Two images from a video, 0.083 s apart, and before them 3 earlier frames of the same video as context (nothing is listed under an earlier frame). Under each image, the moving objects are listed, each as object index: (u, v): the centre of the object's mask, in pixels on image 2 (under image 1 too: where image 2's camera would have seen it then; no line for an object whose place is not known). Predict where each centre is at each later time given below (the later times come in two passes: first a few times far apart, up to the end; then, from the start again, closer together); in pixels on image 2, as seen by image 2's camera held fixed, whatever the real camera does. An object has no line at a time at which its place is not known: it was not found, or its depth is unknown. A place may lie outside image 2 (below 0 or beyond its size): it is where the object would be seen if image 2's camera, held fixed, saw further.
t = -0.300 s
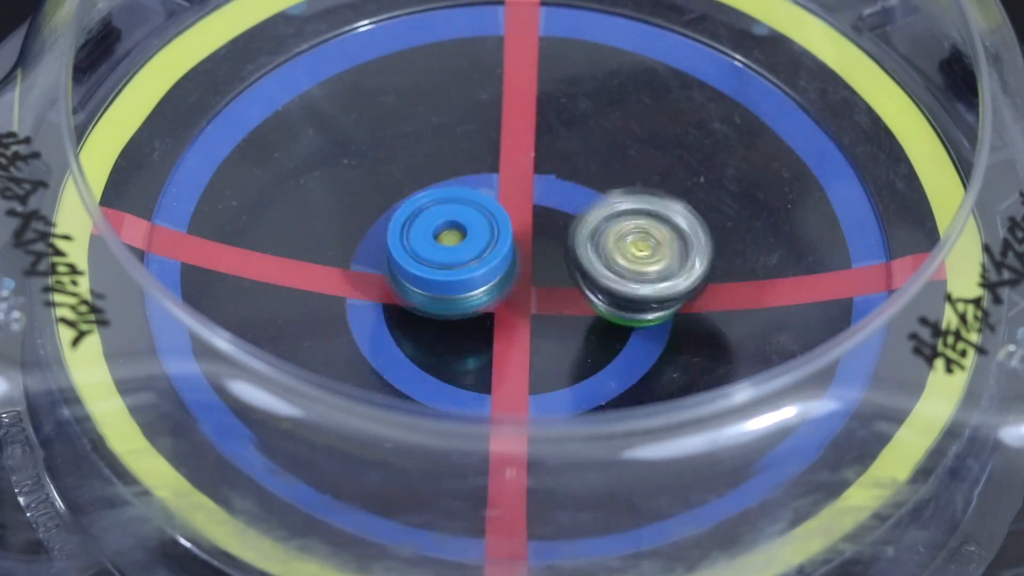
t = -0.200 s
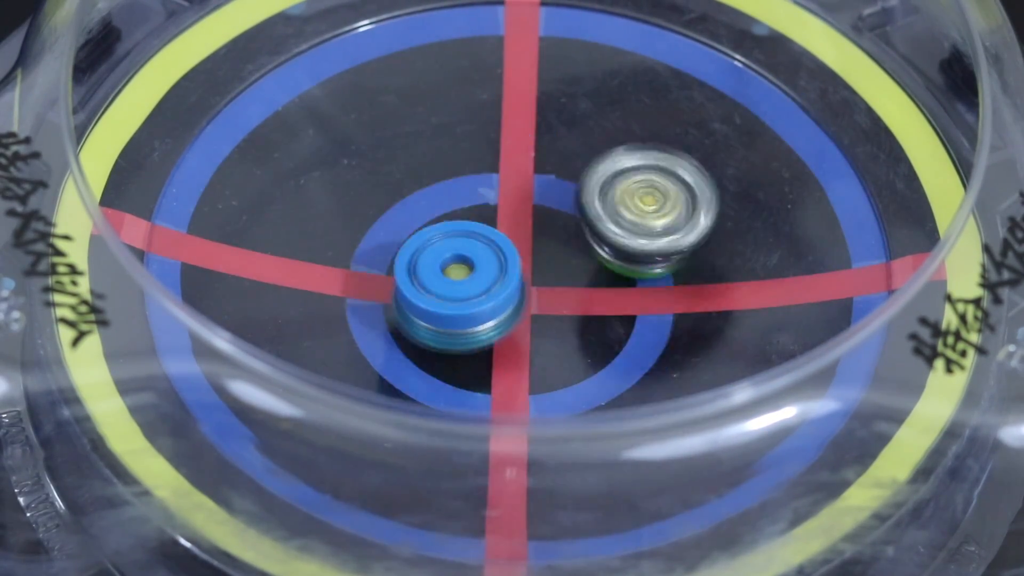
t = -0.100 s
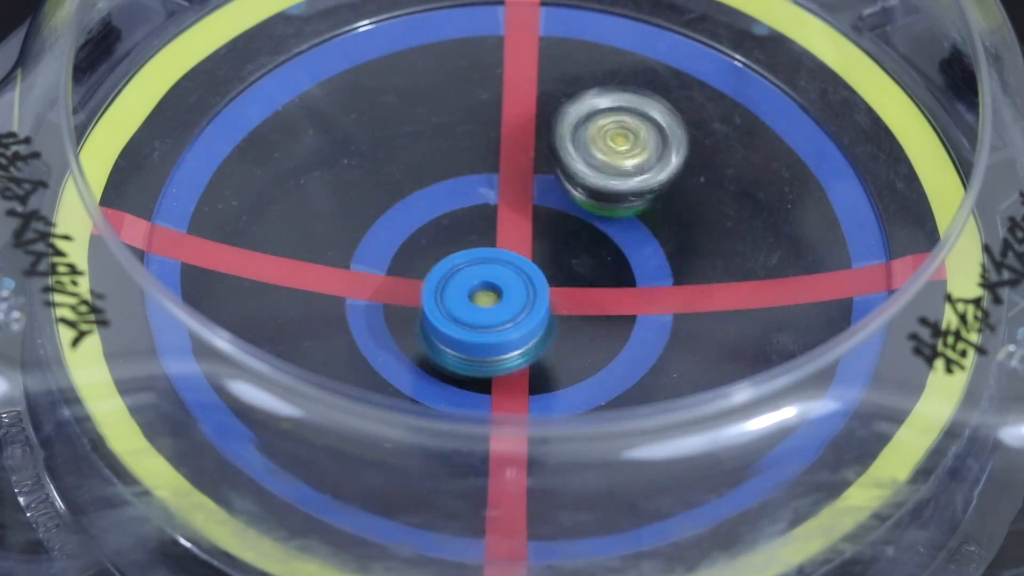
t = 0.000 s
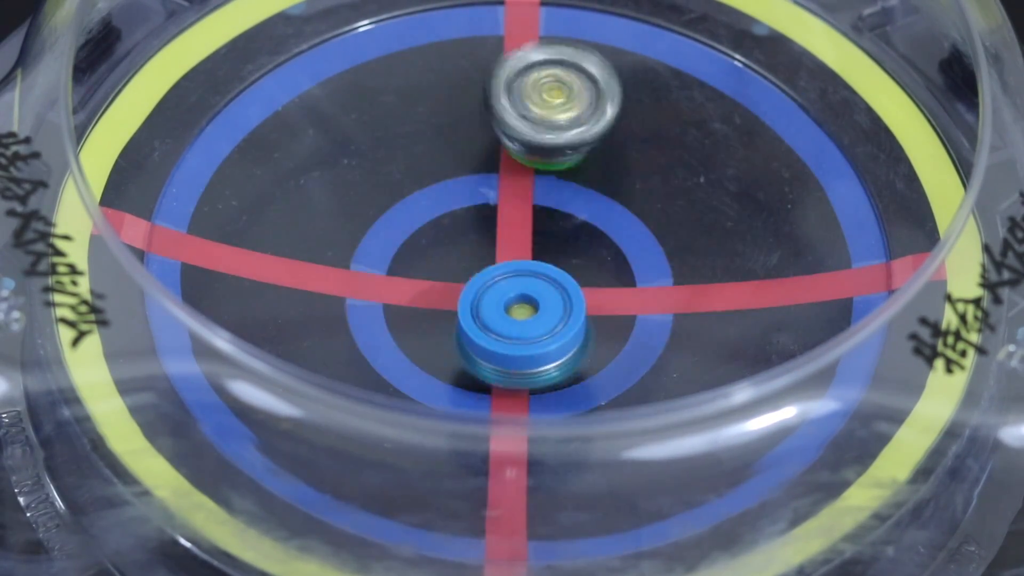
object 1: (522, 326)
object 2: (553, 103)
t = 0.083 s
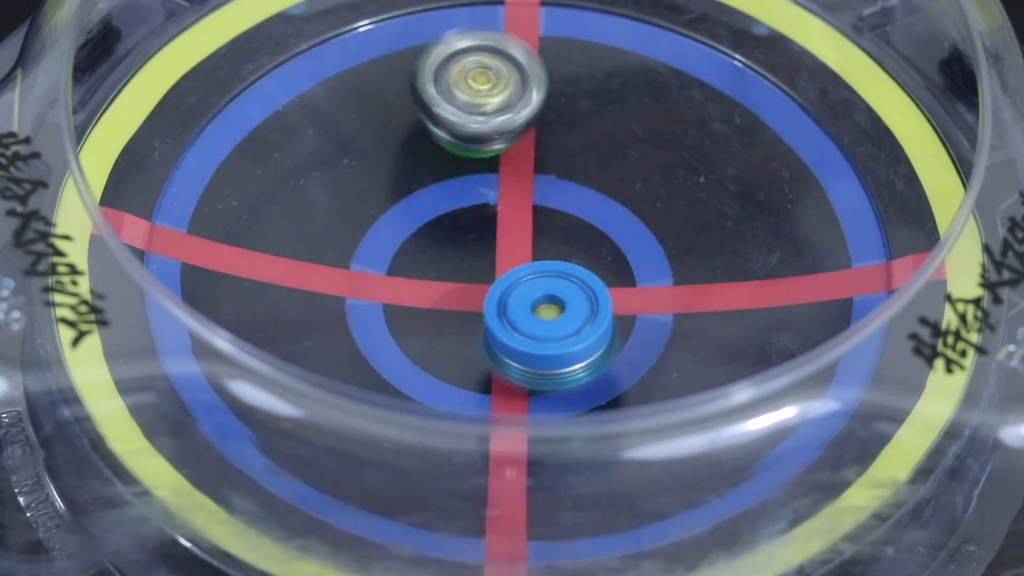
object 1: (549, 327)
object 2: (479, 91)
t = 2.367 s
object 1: (485, 154)
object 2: (483, 291)
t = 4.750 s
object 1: (582, 200)
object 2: (505, 294)
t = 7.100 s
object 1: (542, 190)
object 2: (532, 295)
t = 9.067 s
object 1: (533, 199)
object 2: (470, 300)
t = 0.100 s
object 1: (553, 325)
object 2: (465, 92)
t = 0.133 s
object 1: (561, 323)
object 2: (435, 99)
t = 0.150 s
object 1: (564, 321)
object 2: (422, 107)
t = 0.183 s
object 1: (571, 316)
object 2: (406, 121)
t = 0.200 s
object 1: (575, 314)
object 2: (398, 135)
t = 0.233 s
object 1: (580, 308)
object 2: (380, 162)
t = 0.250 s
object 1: (582, 304)
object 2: (375, 175)
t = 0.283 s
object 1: (585, 298)
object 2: (370, 204)
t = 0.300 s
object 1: (586, 295)
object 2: (367, 220)
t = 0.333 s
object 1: (585, 290)
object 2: (371, 247)
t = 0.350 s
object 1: (583, 287)
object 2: (378, 262)
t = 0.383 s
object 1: (581, 282)
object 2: (396, 290)
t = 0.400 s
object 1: (579, 280)
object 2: (408, 301)
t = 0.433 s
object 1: (575, 274)
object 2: (441, 321)
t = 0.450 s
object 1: (574, 270)
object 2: (458, 332)
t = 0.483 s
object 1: (571, 261)
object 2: (493, 344)
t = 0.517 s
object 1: (562, 254)
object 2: (529, 350)
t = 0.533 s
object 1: (555, 252)
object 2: (548, 353)
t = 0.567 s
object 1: (542, 251)
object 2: (583, 350)
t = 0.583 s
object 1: (537, 253)
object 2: (598, 349)
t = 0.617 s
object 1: (529, 255)
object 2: (622, 343)
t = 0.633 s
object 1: (526, 255)
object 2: (632, 338)
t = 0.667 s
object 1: (519, 256)
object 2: (651, 328)
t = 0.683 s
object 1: (514, 258)
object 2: (662, 319)
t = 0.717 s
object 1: (504, 258)
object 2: (674, 299)
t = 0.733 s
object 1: (500, 258)
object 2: (676, 285)
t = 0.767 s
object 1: (492, 259)
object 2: (676, 267)
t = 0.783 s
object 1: (488, 262)
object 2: (672, 251)
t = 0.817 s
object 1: (481, 265)
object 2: (664, 229)
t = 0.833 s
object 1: (479, 265)
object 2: (660, 215)
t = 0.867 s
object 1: (474, 268)
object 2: (648, 191)
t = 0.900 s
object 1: (471, 271)
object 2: (630, 167)
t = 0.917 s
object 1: (470, 275)
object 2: (618, 157)
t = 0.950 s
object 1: (469, 279)
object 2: (590, 140)
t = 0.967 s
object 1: (469, 280)
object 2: (576, 132)
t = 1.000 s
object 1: (469, 283)
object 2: (547, 120)
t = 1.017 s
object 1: (470, 285)
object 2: (531, 119)
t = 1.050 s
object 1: (472, 287)
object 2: (503, 115)
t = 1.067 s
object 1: (473, 288)
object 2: (488, 116)
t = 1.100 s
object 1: (475, 290)
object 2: (455, 122)
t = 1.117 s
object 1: (477, 290)
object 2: (441, 126)
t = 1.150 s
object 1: (480, 291)
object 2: (414, 139)
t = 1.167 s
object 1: (481, 293)
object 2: (402, 148)
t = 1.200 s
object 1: (485, 293)
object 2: (386, 165)
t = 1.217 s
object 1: (487, 291)
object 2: (379, 176)
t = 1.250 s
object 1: (491, 290)
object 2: (368, 202)
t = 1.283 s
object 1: (495, 289)
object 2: (366, 229)
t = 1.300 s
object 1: (518, 297)
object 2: (356, 237)
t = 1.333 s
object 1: (567, 311)
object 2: (330, 247)
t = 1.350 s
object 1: (589, 317)
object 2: (319, 254)
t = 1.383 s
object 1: (628, 322)
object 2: (305, 263)
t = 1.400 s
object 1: (644, 322)
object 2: (299, 270)
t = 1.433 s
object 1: (670, 321)
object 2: (295, 277)
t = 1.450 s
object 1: (680, 320)
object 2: (296, 284)
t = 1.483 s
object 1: (694, 313)
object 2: (308, 291)
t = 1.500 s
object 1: (698, 307)
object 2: (317, 298)
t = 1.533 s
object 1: (704, 296)
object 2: (344, 303)
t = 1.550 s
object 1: (706, 288)
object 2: (359, 309)
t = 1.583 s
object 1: (708, 275)
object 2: (394, 313)
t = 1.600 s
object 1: (708, 269)
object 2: (414, 312)
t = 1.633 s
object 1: (705, 256)
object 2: (455, 311)
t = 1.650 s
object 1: (703, 250)
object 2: (475, 308)
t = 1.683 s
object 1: (696, 237)
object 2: (513, 302)
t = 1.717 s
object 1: (688, 226)
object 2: (544, 292)
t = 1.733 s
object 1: (683, 221)
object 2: (558, 287)
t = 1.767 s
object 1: (680, 205)
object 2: (576, 277)
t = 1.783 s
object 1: (686, 191)
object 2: (574, 277)
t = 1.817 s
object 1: (697, 167)
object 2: (563, 276)
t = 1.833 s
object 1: (701, 156)
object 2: (556, 275)
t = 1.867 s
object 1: (699, 140)
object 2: (539, 274)
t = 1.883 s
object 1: (695, 135)
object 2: (530, 274)
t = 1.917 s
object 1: (685, 126)
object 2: (511, 276)
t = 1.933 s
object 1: (677, 122)
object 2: (502, 277)
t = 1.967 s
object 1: (663, 117)
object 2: (486, 278)
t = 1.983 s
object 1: (654, 113)
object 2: (478, 279)
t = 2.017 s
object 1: (639, 110)
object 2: (462, 280)
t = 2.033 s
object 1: (632, 107)
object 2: (455, 281)
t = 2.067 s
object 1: (615, 105)
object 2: (442, 284)
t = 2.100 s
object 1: (600, 106)
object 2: (433, 288)
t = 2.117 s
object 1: (593, 106)
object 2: (431, 290)
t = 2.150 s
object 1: (576, 108)
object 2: (432, 295)
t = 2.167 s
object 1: (569, 111)
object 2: (434, 297)
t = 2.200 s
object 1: (552, 115)
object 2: (442, 299)
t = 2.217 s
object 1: (544, 118)
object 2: (447, 300)
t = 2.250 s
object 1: (530, 124)
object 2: (455, 301)
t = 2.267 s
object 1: (521, 127)
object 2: (462, 302)
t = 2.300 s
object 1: (508, 135)
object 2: (471, 301)
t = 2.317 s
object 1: (502, 139)
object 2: (474, 300)
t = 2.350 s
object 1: (490, 148)
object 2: (480, 295)
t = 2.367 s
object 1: (485, 154)
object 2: (483, 291)
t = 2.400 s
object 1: (475, 162)
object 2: (488, 280)
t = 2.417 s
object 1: (470, 164)
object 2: (489, 273)
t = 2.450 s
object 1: (461, 161)
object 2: (491, 273)
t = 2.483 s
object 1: (453, 151)
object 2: (496, 281)
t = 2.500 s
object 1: (449, 148)
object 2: (499, 285)
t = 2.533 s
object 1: (442, 145)
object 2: (503, 291)
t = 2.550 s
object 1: (437, 147)
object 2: (504, 293)
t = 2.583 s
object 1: (429, 152)
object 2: (505, 296)
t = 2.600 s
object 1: (424, 155)
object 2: (504, 296)
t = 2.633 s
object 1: (415, 165)
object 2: (502, 293)
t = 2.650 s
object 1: (412, 168)
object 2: (502, 291)
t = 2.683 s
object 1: (404, 180)
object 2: (508, 285)
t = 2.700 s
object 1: (403, 185)
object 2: (512, 281)
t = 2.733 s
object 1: (397, 196)
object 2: (520, 271)
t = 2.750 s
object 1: (396, 202)
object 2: (523, 266)
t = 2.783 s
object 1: (393, 212)
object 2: (528, 257)
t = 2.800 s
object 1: (393, 220)
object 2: (530, 253)
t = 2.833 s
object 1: (394, 230)
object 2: (536, 246)
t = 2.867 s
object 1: (396, 240)
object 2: (541, 242)
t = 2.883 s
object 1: (398, 247)
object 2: (543, 240)
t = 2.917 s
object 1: (403, 257)
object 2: (543, 235)
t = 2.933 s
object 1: (405, 263)
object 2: (543, 233)
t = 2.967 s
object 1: (406, 275)
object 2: (543, 226)
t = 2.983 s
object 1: (405, 279)
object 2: (545, 221)
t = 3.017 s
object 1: (408, 290)
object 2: (541, 213)
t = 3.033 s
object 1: (410, 292)
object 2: (538, 209)
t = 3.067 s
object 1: (417, 303)
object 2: (527, 203)
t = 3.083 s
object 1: (421, 305)
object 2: (521, 201)
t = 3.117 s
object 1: (429, 313)
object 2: (507, 198)
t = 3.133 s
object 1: (435, 315)
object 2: (500, 199)
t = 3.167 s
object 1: (444, 321)
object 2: (489, 202)
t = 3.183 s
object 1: (450, 323)
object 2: (485, 204)
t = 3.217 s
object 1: (461, 327)
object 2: (477, 207)
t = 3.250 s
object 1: (470, 333)
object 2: (469, 212)
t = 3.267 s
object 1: (476, 333)
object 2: (467, 214)
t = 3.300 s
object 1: (488, 342)
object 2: (467, 216)
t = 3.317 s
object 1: (494, 344)
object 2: (468, 216)
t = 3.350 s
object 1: (506, 348)
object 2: (471, 216)
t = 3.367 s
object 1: (512, 348)
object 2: (475, 216)
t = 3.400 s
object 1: (524, 349)
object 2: (481, 214)
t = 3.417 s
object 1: (530, 350)
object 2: (485, 214)
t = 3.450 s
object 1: (542, 350)
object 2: (493, 215)
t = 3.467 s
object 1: (548, 349)
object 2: (499, 217)
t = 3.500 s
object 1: (558, 347)
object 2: (512, 221)
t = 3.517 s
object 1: (565, 347)
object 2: (517, 224)
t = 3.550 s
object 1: (574, 343)
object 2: (526, 229)
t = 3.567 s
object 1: (578, 343)
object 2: (528, 230)
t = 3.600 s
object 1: (589, 346)
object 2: (527, 230)
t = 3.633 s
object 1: (597, 347)
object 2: (526, 222)
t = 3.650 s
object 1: (602, 345)
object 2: (524, 217)
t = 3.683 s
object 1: (610, 343)
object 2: (520, 206)
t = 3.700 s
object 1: (615, 341)
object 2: (515, 202)
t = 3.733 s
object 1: (623, 337)
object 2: (504, 196)
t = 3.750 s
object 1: (627, 333)
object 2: (500, 193)
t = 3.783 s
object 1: (633, 328)
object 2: (495, 190)
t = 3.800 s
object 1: (636, 324)
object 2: (493, 190)
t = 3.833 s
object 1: (639, 318)
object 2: (492, 189)
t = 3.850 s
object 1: (641, 313)
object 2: (491, 190)
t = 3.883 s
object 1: (642, 307)
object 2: (490, 194)
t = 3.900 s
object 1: (643, 301)
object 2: (492, 196)
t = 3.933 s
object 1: (642, 296)
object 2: (496, 204)
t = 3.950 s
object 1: (641, 290)
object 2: (500, 208)
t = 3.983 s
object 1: (638, 285)
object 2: (505, 216)
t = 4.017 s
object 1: (635, 277)
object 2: (506, 227)
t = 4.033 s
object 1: (643, 278)
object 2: (502, 229)
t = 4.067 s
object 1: (659, 278)
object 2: (484, 232)
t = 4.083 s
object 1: (663, 279)
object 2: (477, 232)
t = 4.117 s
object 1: (665, 278)
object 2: (457, 234)
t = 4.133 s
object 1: (664, 278)
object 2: (448, 235)
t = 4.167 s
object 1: (658, 275)
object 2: (435, 233)
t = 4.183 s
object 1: (653, 274)
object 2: (430, 233)
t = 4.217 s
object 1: (642, 268)
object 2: (425, 230)
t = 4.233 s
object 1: (636, 266)
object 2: (421, 231)
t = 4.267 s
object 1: (622, 259)
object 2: (425, 234)
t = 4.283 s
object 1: (615, 256)
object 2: (428, 238)
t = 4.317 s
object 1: (598, 250)
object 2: (442, 244)
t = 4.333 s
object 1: (591, 246)
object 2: (448, 248)
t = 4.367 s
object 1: (604, 240)
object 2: (443, 251)
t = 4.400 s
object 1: (633, 234)
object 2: (429, 257)
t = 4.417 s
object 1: (642, 231)
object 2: (424, 259)
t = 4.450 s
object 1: (655, 226)
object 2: (416, 266)
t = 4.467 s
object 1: (659, 225)
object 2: (416, 270)
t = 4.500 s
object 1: (661, 220)
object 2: (422, 279)
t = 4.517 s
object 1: (660, 219)
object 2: (425, 280)
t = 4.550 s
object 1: (654, 213)
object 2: (434, 286)
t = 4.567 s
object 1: (649, 211)
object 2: (441, 287)
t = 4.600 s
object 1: (637, 205)
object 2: (455, 291)
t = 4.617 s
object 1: (632, 202)
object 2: (459, 292)
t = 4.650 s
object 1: (617, 199)
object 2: (475, 294)
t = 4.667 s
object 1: (611, 197)
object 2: (482, 296)
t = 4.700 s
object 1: (598, 198)
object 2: (494, 295)
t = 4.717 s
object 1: (591, 197)
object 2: (497, 296)
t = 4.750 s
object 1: (582, 200)
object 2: (505, 294)
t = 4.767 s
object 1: (576, 199)
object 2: (509, 293)
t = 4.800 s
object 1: (572, 198)
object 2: (506, 297)
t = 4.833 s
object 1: (569, 191)
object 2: (498, 302)
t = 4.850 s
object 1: (570, 189)
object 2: (496, 301)
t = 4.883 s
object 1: (567, 187)
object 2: (484, 300)
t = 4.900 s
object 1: (565, 185)
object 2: (479, 297)
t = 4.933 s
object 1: (560, 188)
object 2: (471, 290)
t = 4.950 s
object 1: (557, 187)
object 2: (463, 285)
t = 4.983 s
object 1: (552, 189)
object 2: (457, 275)
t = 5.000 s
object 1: (550, 189)
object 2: (455, 269)
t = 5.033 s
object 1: (548, 190)
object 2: (447, 258)
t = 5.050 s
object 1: (553, 189)
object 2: (441, 255)
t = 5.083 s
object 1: (564, 181)
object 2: (430, 257)
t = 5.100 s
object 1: (568, 181)
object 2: (419, 258)
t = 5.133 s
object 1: (573, 177)
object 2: (414, 259)
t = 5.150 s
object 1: (574, 177)
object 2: (416, 263)
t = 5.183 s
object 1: (573, 178)
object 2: (412, 266)
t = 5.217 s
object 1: (571, 178)
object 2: (420, 271)
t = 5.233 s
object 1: (568, 179)
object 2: (423, 274)
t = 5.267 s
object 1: (564, 179)
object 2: (429, 281)
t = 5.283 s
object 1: (562, 180)
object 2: (433, 288)
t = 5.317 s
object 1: (556, 181)
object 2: (442, 298)
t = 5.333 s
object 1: (554, 182)
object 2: (449, 301)
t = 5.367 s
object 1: (548, 187)
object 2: (462, 311)
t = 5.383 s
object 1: (546, 188)
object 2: (466, 313)
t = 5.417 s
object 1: (542, 194)
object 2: (480, 319)
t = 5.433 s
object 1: (539, 196)
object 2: (487, 323)
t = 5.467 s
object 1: (537, 201)
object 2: (495, 325)
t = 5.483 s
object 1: (536, 204)
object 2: (499, 325)
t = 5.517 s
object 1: (534, 205)
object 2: (504, 322)
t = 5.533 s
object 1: (534, 208)
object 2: (503, 323)
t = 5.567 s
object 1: (532, 208)
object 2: (509, 315)
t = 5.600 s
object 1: (534, 204)
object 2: (509, 310)
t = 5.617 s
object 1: (537, 199)
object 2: (508, 310)
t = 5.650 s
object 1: (541, 190)
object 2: (506, 309)
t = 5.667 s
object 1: (543, 188)
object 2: (505, 308)
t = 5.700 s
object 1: (547, 184)
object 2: (504, 302)
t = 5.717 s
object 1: (549, 184)
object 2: (499, 300)
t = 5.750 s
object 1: (553, 184)
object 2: (499, 292)
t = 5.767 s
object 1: (554, 183)
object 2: (498, 286)
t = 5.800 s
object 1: (554, 185)
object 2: (496, 277)
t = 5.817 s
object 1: (557, 181)
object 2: (492, 278)
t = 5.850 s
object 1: (563, 169)
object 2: (479, 281)
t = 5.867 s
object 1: (567, 163)
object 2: (475, 283)
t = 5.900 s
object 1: (569, 157)
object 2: (469, 282)
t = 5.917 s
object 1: (569, 154)
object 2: (468, 282)
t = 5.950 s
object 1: (566, 152)
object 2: (467, 283)
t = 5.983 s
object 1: (561, 151)
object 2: (469, 286)
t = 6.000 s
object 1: (558, 151)
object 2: (470, 285)
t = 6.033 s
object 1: (551, 153)
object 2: (474, 288)
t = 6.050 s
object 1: (546, 155)
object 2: (479, 289)
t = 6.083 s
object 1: (539, 157)
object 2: (484, 293)
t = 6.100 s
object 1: (536, 159)
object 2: (489, 296)
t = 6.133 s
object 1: (528, 162)
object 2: (495, 296)
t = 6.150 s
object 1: (526, 164)
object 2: (500, 299)
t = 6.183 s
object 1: (522, 171)
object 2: (508, 299)
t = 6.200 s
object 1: (520, 173)
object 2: (512, 300)
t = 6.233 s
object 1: (518, 179)
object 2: (518, 301)
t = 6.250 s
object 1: (517, 180)
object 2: (522, 301)
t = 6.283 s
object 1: (514, 185)
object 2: (523, 303)
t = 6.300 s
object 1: (515, 188)
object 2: (525, 304)
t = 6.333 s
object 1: (515, 193)
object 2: (521, 305)
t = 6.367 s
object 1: (517, 197)
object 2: (517, 306)
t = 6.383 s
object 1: (518, 198)
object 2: (512, 304)
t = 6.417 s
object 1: (521, 202)
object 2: (495, 310)
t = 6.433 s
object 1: (526, 196)
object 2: (489, 315)
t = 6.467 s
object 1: (538, 182)
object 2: (470, 331)
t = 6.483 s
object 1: (542, 177)
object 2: (465, 333)
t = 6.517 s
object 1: (547, 170)
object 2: (452, 338)
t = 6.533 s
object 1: (549, 169)
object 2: (450, 338)
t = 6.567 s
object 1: (551, 169)
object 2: (446, 340)
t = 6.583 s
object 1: (551, 169)
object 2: (449, 338)
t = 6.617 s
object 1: (550, 170)
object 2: (454, 339)
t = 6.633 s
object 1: (550, 171)
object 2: (462, 336)
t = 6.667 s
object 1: (548, 173)
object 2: (477, 334)
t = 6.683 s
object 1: (547, 174)
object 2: (486, 330)
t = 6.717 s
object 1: (547, 178)
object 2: (510, 324)
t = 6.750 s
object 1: (546, 181)
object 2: (529, 312)
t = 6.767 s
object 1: (546, 182)
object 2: (540, 309)
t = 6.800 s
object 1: (546, 182)
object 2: (553, 297)
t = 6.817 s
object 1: (545, 182)
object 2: (563, 292)
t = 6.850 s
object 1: (544, 182)
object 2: (574, 287)
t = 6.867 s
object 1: (544, 178)
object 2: (579, 284)
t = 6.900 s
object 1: (544, 179)
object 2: (587, 286)
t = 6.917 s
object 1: (544, 177)
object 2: (585, 283)
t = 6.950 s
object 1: (545, 178)
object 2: (589, 285)
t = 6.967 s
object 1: (546, 178)
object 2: (583, 285)
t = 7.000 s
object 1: (543, 179)
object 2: (579, 286)
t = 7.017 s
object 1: (544, 182)
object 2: (572, 288)
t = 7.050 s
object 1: (544, 183)
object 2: (558, 289)
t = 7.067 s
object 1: (543, 186)
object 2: (550, 292)
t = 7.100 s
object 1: (542, 190)
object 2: (532, 295)
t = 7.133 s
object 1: (544, 188)
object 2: (516, 306)
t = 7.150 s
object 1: (542, 188)
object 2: (503, 312)
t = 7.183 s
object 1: (541, 183)
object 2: (487, 315)
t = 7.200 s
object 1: (541, 181)
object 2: (478, 317)
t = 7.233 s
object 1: (540, 181)
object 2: (464, 316)
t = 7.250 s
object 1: (539, 182)
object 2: (462, 310)
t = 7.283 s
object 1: (536, 182)
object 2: (458, 307)
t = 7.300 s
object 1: (536, 184)
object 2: (458, 307)
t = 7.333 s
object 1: (535, 190)
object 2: (463, 300)
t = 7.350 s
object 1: (533, 191)
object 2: (470, 300)
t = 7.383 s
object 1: (530, 194)
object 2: (478, 297)
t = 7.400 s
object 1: (530, 194)
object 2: (486, 296)
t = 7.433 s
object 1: (528, 195)
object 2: (501, 299)
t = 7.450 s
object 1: (529, 193)
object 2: (502, 303)
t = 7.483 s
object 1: (530, 189)
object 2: (516, 305)
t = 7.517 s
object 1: (531, 191)
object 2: (527, 308)
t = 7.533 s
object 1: (531, 191)
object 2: (529, 308)
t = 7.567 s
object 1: (529, 190)
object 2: (541, 304)
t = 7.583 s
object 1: (529, 190)
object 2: (545, 304)
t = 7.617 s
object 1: (529, 191)
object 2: (549, 301)
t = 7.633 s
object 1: (528, 191)
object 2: (553, 299)
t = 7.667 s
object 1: (526, 192)
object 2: (561, 295)
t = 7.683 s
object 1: (527, 192)
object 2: (564, 295)
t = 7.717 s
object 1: (526, 189)
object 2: (565, 297)
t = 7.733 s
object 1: (525, 188)
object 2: (568, 297)
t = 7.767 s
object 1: (524, 190)
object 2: (572, 300)
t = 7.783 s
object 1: (524, 190)
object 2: (569, 299)
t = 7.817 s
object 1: (522, 189)
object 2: (567, 298)
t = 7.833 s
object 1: (521, 191)
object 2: (567, 298)
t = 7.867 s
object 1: (519, 194)
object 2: (564, 298)
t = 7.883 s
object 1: (518, 194)
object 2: (562, 298)
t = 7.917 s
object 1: (517, 194)
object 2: (554, 296)
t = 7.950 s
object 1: (517, 194)
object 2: (551, 302)
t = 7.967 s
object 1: (517, 192)
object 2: (549, 305)
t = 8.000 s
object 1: (515, 189)
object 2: (541, 310)
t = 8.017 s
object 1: (514, 188)
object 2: (537, 310)
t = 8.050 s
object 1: (511, 190)
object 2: (534, 311)
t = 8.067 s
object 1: (509, 191)
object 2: (528, 312)
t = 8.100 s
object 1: (506, 191)
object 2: (518, 311)
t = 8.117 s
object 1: (505, 190)
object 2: (515, 308)
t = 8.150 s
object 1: (503, 190)
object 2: (508, 304)
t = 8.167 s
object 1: (502, 191)
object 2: (506, 302)
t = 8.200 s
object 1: (501, 193)
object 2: (497, 297)
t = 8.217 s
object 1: (503, 191)
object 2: (491, 297)
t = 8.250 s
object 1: (507, 189)
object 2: (485, 296)
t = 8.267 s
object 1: (509, 188)
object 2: (484, 293)
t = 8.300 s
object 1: (512, 187)
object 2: (481, 289)
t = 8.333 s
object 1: (518, 184)
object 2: (477, 289)
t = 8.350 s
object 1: (521, 183)
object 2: (475, 289)
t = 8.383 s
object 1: (524, 180)
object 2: (472, 285)
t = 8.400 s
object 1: (525, 178)
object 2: (473, 284)
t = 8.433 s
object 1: (525, 174)
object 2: (478, 278)
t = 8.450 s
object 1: (524, 172)
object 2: (479, 275)
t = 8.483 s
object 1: (523, 169)
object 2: (485, 272)
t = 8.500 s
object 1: (523, 169)
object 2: (488, 274)
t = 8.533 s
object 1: (526, 164)
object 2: (493, 275)
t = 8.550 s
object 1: (526, 162)
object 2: (494, 276)
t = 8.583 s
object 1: (526, 157)
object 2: (506, 277)
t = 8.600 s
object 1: (526, 155)
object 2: (513, 277)
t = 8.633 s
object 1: (526, 154)
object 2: (524, 279)
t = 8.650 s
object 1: (525, 155)
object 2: (529, 283)
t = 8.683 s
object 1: (523, 156)
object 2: (537, 287)
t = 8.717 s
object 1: (519, 156)
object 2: (540, 291)
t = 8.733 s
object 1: (518, 156)
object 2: (539, 291)
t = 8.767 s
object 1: (517, 158)
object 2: (538, 295)
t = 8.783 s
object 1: (516, 159)
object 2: (539, 298)
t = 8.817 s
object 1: (515, 163)
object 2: (536, 301)
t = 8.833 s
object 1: (515, 164)
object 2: (535, 303)
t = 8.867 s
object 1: (515, 167)
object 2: (528, 306)
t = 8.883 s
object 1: (515, 170)
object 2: (520, 306)
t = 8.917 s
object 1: (517, 177)
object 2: (509, 306)
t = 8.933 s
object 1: (518, 180)
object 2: (506, 307)
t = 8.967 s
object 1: (519, 185)
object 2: (495, 307)
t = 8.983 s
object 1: (520, 186)
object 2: (490, 305)
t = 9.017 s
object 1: (523, 190)
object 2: (481, 303)
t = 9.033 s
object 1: (526, 193)
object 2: (478, 303)
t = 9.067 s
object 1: (533, 199)
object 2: (470, 300)
